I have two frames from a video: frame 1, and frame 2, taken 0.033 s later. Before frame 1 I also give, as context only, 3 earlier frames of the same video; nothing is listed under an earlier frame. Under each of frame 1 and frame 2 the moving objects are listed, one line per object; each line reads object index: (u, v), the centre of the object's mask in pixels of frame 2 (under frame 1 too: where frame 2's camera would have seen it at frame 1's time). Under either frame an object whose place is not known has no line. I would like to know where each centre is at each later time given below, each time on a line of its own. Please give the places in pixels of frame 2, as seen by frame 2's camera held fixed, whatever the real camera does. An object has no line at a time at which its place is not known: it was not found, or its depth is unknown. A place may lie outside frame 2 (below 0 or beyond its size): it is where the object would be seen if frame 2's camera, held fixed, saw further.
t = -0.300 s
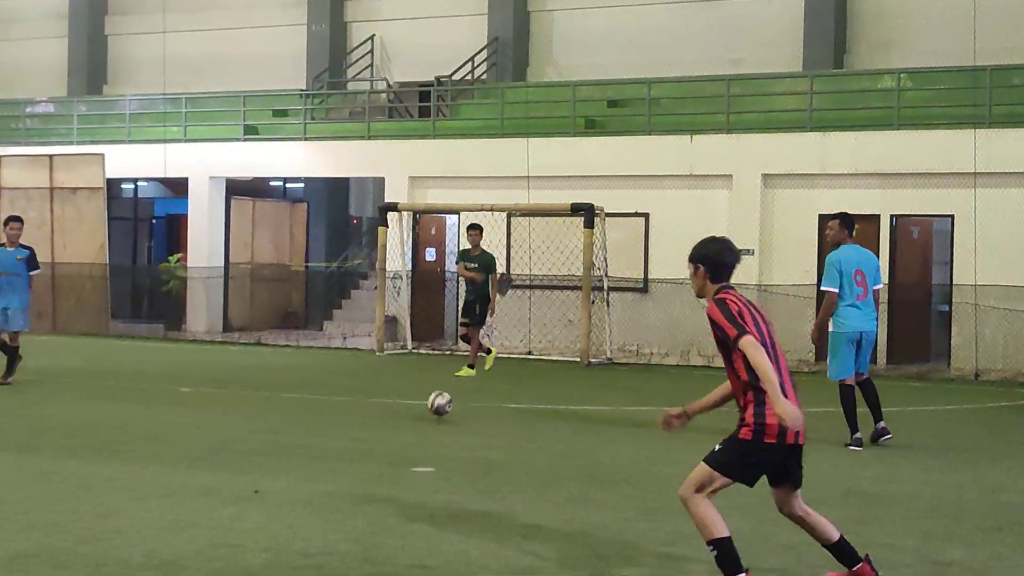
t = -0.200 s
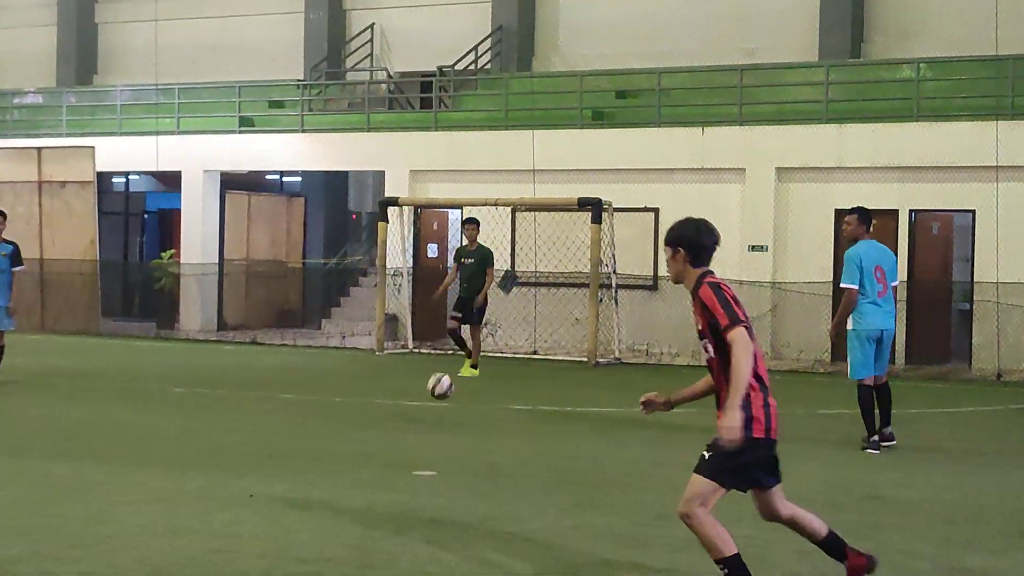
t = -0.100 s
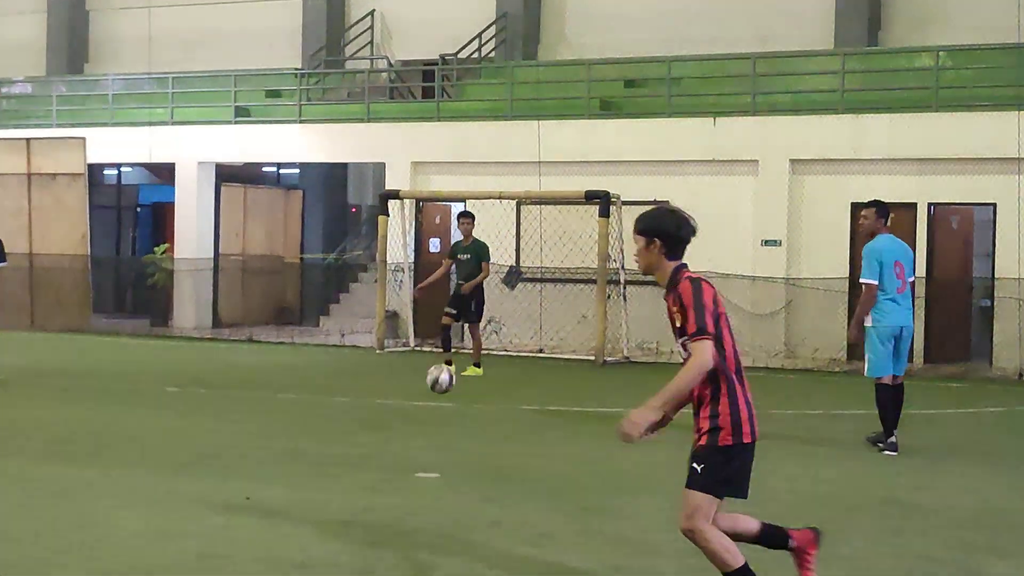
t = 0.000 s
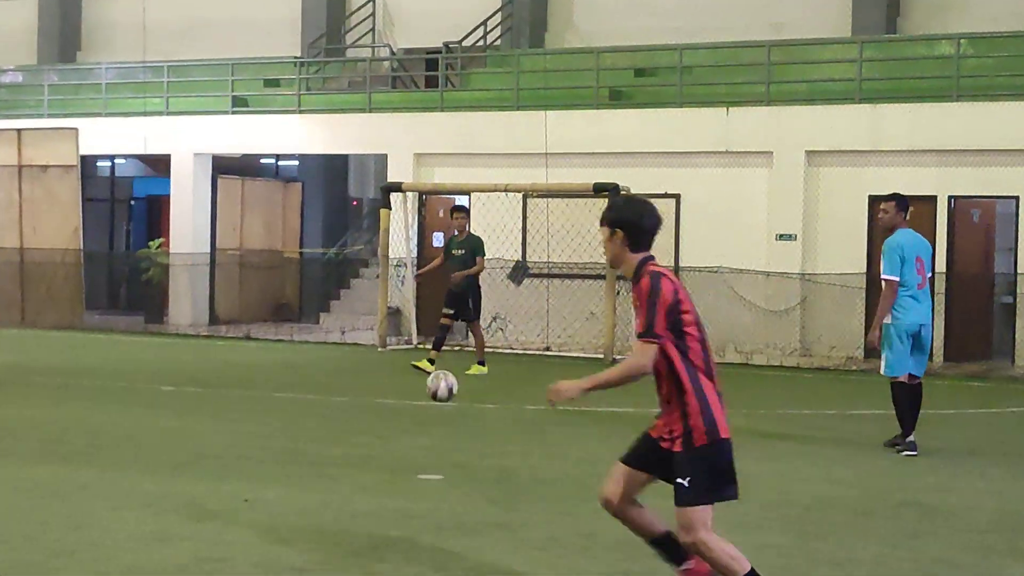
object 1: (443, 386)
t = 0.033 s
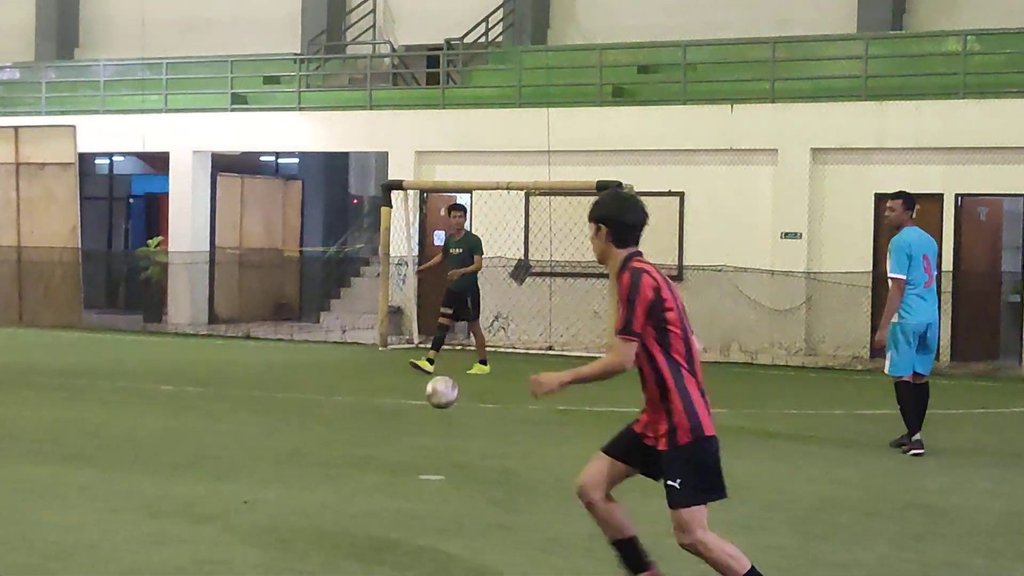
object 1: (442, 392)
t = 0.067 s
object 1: (440, 400)
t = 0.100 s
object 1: (438, 409)
